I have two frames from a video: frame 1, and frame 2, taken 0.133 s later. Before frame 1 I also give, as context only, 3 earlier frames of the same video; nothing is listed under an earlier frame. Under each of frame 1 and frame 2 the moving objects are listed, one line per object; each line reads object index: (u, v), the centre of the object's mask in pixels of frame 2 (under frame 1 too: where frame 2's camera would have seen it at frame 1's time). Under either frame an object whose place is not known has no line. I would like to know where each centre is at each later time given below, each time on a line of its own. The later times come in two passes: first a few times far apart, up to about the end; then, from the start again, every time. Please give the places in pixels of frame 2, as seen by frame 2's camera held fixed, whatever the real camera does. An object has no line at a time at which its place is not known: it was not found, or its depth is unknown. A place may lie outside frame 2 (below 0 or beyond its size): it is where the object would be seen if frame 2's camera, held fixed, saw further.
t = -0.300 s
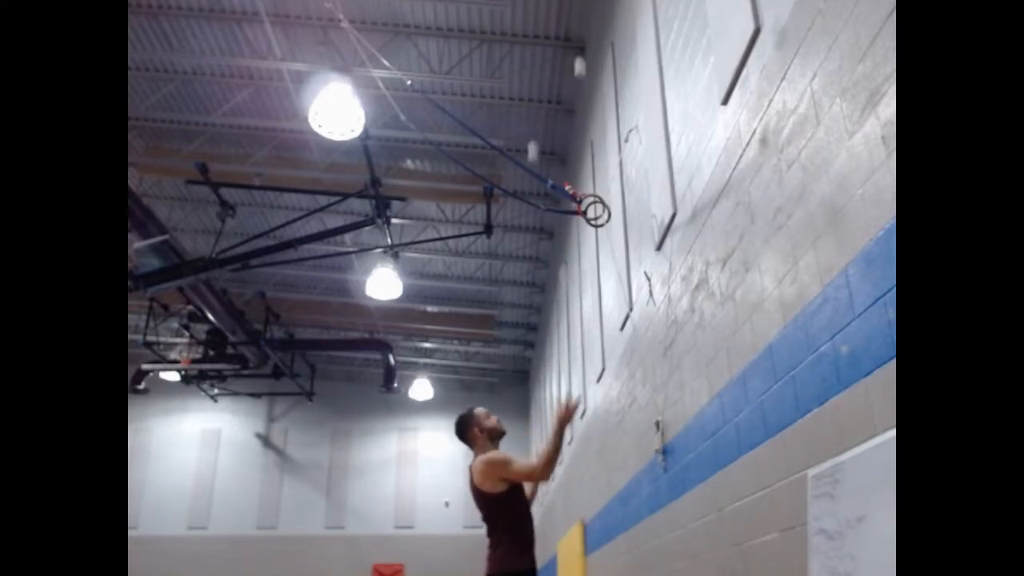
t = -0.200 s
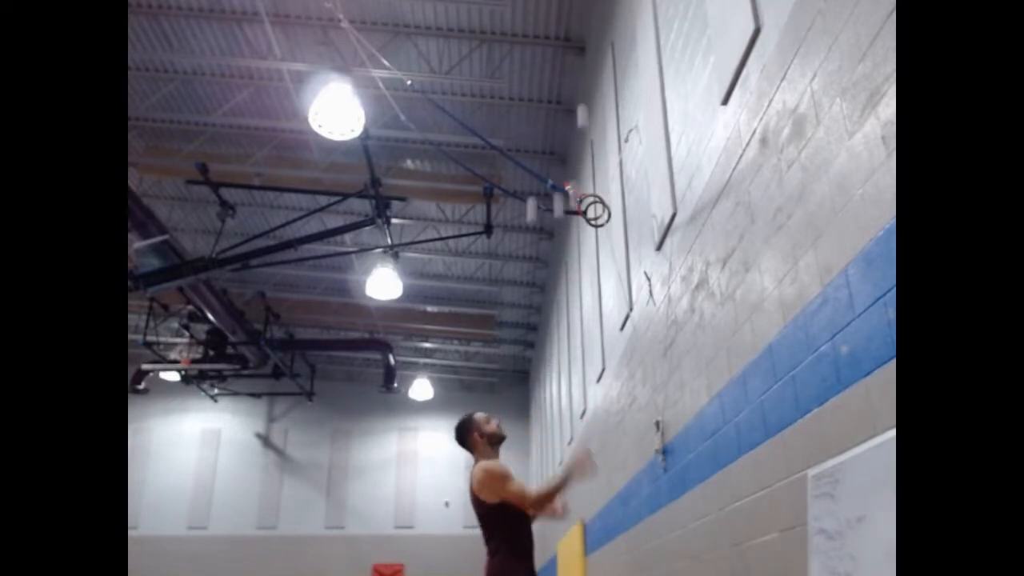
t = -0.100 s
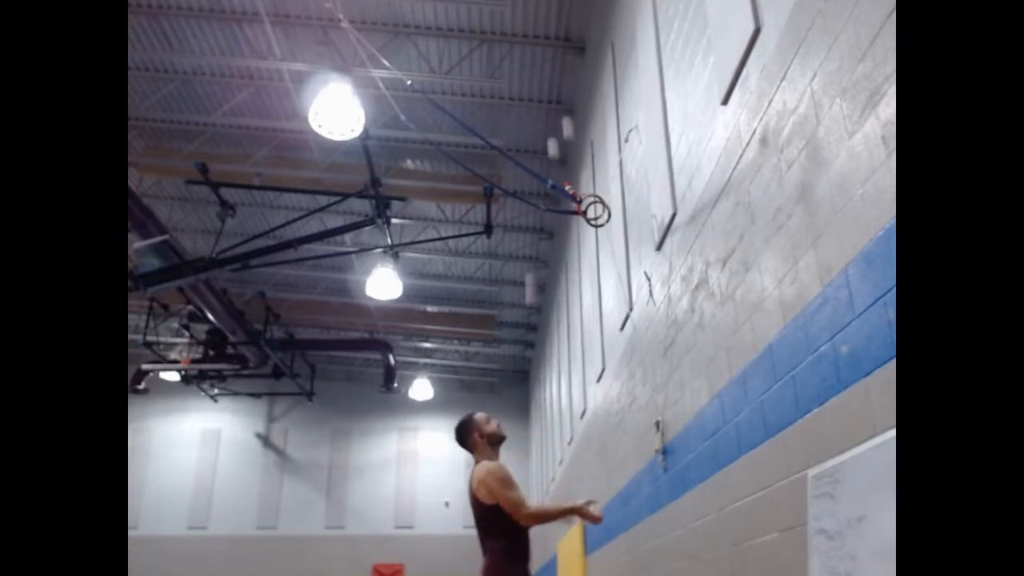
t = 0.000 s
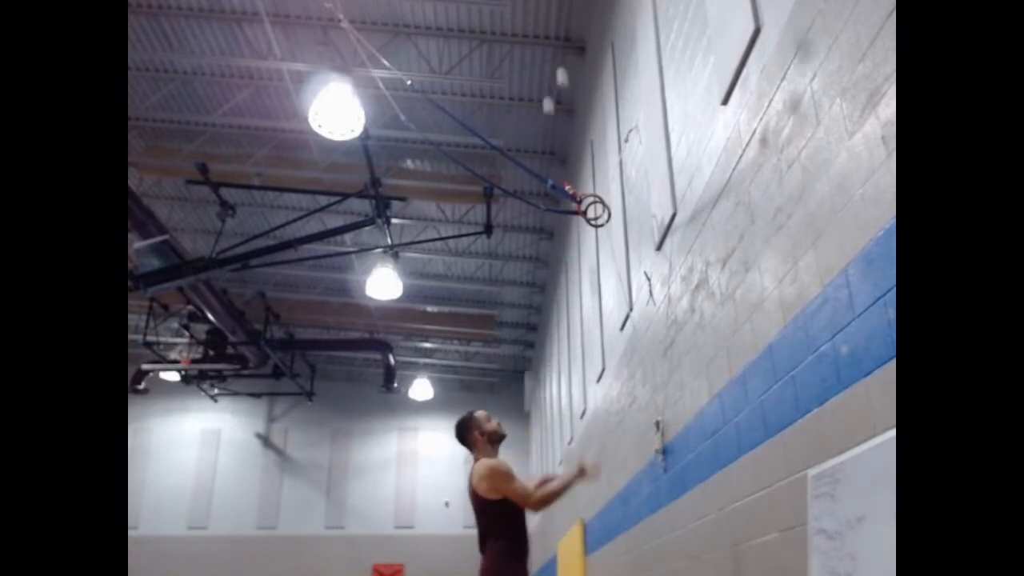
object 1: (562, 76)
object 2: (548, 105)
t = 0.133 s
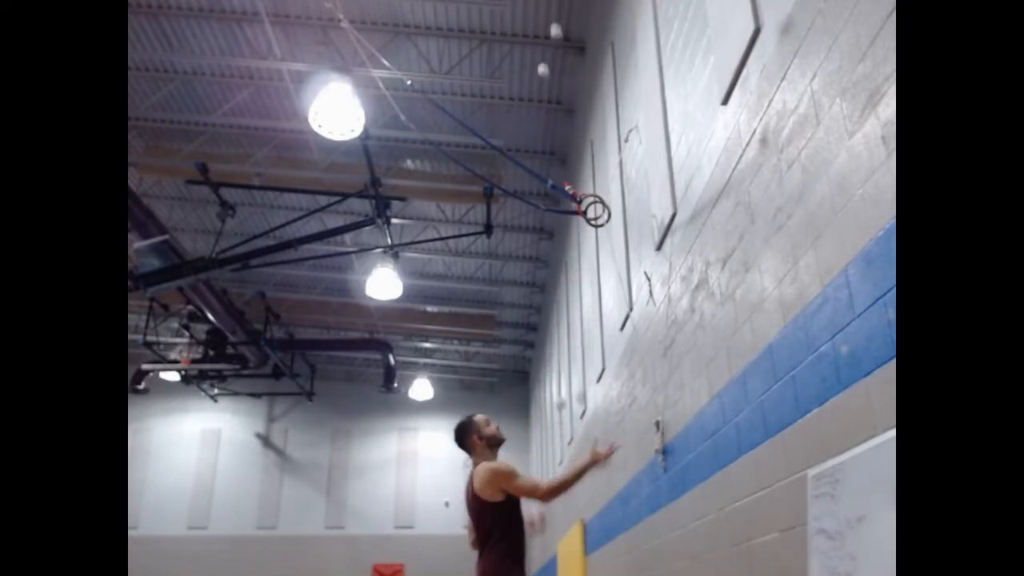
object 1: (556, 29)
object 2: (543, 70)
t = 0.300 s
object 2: (537, 54)
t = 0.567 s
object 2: (530, 94)
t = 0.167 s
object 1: (554, 23)
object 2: (542, 64)
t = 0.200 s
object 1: (553, 16)
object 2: (541, 60)
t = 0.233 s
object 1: (552, 10)
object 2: (540, 57)
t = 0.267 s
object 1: (550, 6)
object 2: (539, 55)
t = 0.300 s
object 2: (537, 54)
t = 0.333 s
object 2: (537, 55)
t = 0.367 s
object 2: (536, 57)
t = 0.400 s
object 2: (534, 60)
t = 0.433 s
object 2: (533, 64)
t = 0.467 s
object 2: (533, 69)
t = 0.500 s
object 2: (532, 76)
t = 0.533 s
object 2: (531, 84)
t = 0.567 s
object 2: (530, 94)
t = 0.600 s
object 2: (529, 106)
